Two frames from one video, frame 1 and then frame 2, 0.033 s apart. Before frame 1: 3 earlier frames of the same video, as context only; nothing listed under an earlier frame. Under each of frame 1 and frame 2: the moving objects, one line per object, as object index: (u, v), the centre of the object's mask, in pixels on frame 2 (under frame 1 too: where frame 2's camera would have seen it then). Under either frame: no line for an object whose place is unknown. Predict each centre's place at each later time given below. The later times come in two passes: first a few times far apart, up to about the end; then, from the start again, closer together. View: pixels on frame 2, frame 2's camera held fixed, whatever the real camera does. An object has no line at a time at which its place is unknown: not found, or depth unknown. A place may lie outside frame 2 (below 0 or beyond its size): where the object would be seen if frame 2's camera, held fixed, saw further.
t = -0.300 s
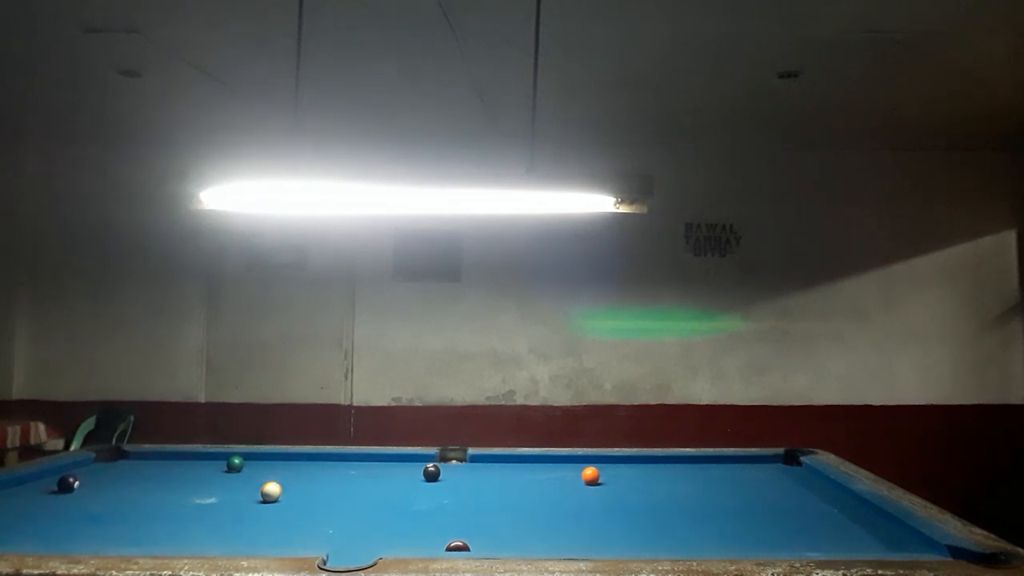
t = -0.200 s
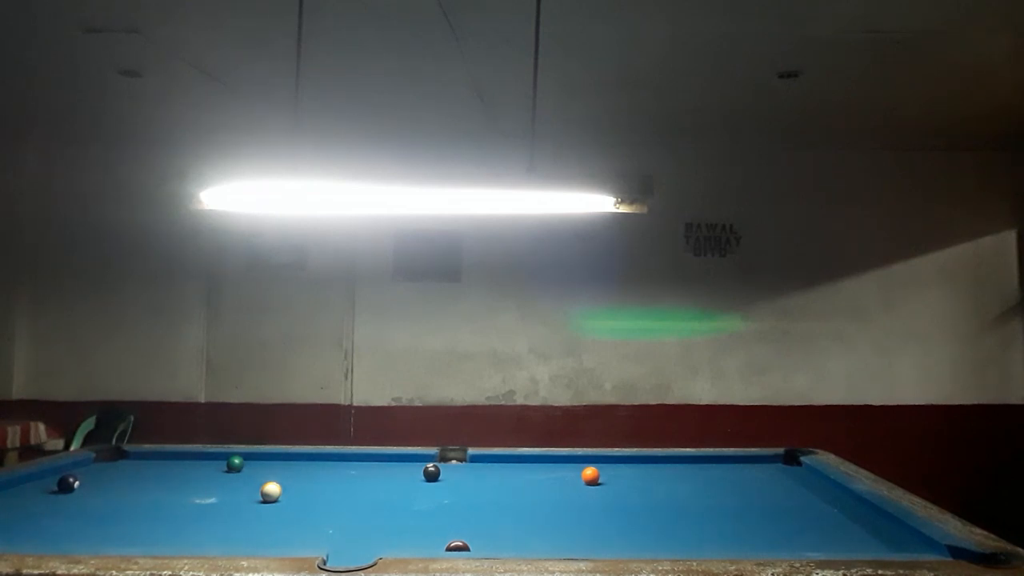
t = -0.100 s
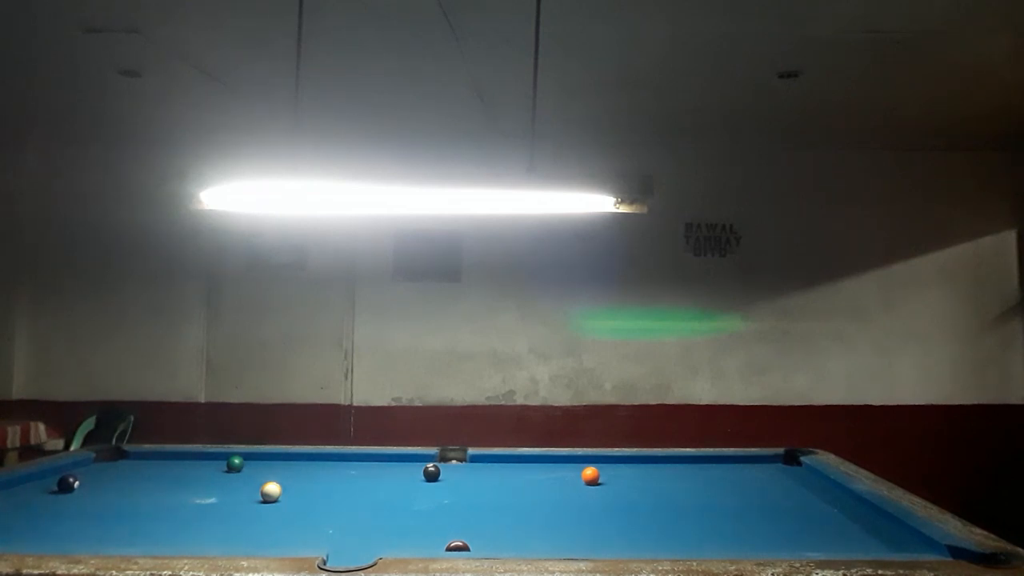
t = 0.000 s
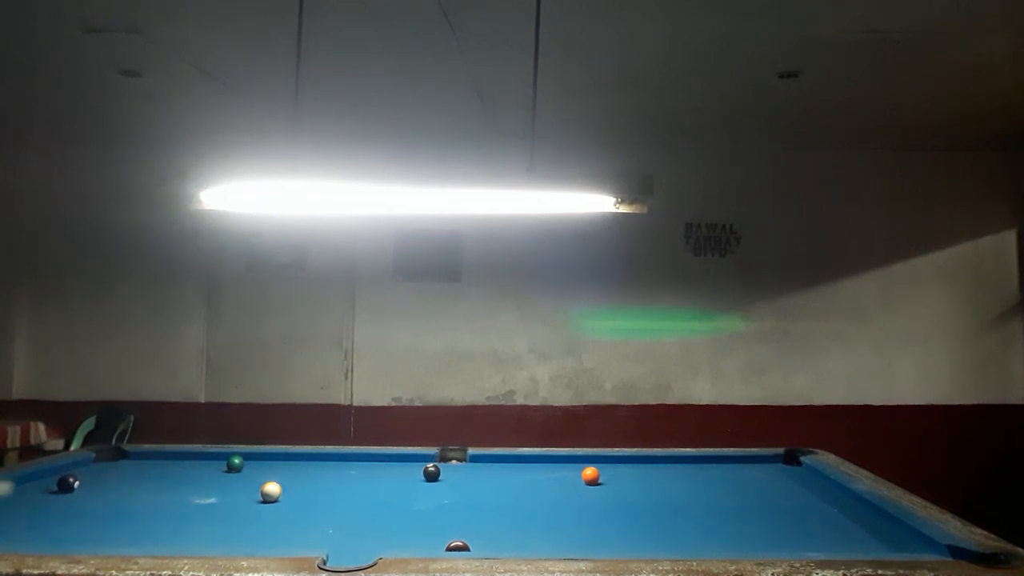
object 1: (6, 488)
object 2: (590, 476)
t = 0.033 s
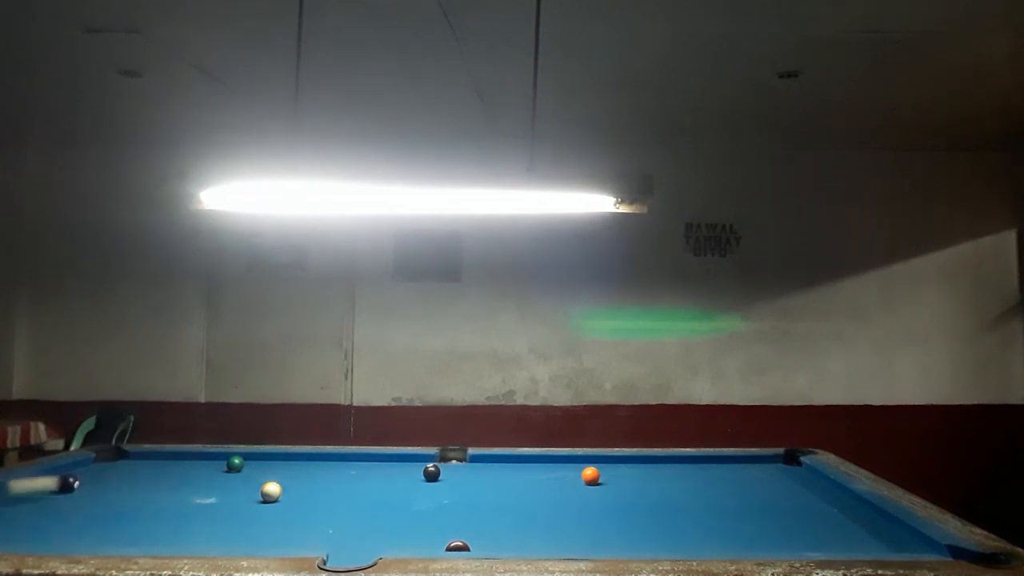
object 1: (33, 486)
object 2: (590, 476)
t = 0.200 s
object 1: (217, 471)
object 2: (590, 476)
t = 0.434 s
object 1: (389, 458)
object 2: (590, 476)
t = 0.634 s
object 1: (468, 467)
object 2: (590, 476)
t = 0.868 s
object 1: (570, 477)
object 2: (591, 476)
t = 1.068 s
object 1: (629, 492)
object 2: (619, 471)
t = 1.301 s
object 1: (712, 512)
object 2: (649, 468)
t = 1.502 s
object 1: (799, 532)
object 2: (671, 466)
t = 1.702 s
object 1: (896, 548)
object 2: (692, 463)
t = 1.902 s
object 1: (909, 541)
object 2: (709, 461)
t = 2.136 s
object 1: (903, 535)
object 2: (728, 458)
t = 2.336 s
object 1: (885, 531)
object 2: (742, 458)
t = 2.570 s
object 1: (868, 526)
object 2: (756, 459)
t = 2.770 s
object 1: (856, 523)
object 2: (766, 460)
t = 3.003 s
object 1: (845, 520)
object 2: (776, 460)
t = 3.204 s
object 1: (838, 518)
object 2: (784, 461)
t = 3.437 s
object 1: (832, 517)
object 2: (790, 461)
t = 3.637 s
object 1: (828, 516)
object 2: (794, 461)
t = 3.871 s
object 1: (825, 516)
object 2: (794, 462)
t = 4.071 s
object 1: (825, 516)
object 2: (794, 462)
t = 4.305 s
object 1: (825, 515)
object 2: (794, 462)
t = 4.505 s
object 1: (825, 516)
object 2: (794, 462)
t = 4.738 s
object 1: (825, 516)
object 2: (794, 462)
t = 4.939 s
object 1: (826, 516)
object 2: (794, 462)
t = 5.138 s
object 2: (793, 461)
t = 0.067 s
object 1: (74, 482)
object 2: (590, 476)
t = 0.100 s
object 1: (116, 480)
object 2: (590, 476)
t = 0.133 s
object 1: (152, 477)
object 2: (590, 476)
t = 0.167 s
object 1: (187, 474)
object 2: (590, 476)
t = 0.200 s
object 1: (217, 471)
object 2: (590, 476)
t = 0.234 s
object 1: (249, 467)
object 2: (590, 476)
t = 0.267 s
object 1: (277, 465)
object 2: (590, 476)
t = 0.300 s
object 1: (304, 463)
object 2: (590, 476)
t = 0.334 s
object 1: (330, 460)
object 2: (590, 476)
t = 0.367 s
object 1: (355, 457)
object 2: (590, 476)
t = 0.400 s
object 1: (376, 456)
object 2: (590, 476)
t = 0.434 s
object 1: (389, 458)
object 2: (590, 476)
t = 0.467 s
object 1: (401, 459)
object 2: (590, 476)
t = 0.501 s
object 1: (414, 461)
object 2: (590, 476)
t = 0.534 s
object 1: (426, 461)
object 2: (590, 476)
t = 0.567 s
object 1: (442, 463)
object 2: (590, 476)
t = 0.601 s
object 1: (454, 465)
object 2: (590, 476)
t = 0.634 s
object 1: (468, 467)
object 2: (590, 476)
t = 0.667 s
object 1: (482, 468)
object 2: (590, 476)
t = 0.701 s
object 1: (496, 470)
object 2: (590, 476)
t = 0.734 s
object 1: (511, 471)
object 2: (590, 476)
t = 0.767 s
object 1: (525, 472)
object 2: (590, 476)
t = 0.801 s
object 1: (540, 474)
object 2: (590, 476)
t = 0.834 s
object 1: (555, 475)
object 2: (590, 476)
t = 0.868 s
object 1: (570, 477)
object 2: (591, 476)
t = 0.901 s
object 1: (580, 479)
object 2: (596, 474)
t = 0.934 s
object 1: (589, 482)
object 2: (602, 473)
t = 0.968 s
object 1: (598, 484)
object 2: (607, 472)
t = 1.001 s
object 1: (608, 487)
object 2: (611, 471)
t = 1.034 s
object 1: (618, 489)
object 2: (615, 471)
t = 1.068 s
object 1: (629, 492)
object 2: (619, 471)
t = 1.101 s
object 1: (640, 495)
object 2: (624, 471)
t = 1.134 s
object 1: (651, 497)
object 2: (628, 471)
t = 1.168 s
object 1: (662, 500)
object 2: (633, 470)
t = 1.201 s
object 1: (674, 503)
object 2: (636, 470)
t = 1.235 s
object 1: (686, 506)
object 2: (641, 469)
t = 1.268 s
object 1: (699, 509)
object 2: (645, 469)
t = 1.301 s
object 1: (712, 512)
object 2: (649, 468)
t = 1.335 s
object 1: (726, 515)
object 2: (652, 468)
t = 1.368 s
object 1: (739, 518)
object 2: (656, 467)
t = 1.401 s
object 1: (754, 522)
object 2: (660, 467)
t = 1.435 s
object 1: (769, 525)
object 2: (664, 466)
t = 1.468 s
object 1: (783, 528)
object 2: (668, 466)
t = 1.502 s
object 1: (799, 532)
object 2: (671, 466)
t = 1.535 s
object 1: (815, 536)
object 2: (675, 465)
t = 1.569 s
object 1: (830, 540)
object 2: (678, 465)
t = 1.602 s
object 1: (847, 541)
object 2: (682, 464)
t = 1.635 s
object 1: (864, 545)
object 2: (685, 464)
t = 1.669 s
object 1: (882, 547)
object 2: (689, 464)
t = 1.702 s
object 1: (896, 548)
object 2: (692, 463)
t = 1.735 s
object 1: (897, 546)
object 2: (695, 463)
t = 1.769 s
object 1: (899, 546)
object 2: (698, 463)
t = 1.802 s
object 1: (902, 545)
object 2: (701, 462)
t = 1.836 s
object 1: (904, 544)
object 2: (704, 462)
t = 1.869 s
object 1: (906, 543)
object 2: (707, 461)
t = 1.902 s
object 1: (909, 541)
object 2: (709, 461)
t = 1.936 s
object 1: (911, 540)
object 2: (712, 461)
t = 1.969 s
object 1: (913, 540)
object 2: (715, 460)
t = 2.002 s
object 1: (915, 538)
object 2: (718, 460)
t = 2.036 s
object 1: (913, 537)
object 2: (721, 460)
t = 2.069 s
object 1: (910, 536)
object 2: (723, 459)
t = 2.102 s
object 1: (906, 536)
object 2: (726, 459)
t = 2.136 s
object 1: (903, 535)
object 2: (728, 458)
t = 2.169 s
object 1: (900, 534)
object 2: (731, 458)
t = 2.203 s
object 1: (896, 533)
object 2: (733, 458)
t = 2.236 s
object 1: (894, 532)
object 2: (735, 458)
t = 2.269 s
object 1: (891, 532)
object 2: (738, 458)
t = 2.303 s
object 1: (888, 531)
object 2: (740, 458)
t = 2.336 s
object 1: (885, 531)
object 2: (742, 458)
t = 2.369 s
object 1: (883, 530)
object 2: (744, 458)
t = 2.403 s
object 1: (880, 529)
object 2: (746, 458)
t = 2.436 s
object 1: (878, 528)
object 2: (748, 458)
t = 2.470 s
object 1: (875, 528)
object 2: (750, 458)
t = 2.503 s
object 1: (873, 527)
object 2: (752, 459)
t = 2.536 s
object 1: (871, 526)
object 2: (754, 459)
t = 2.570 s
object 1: (868, 526)
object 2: (756, 459)
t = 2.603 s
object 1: (866, 525)
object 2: (758, 459)
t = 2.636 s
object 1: (864, 525)
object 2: (759, 459)
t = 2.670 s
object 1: (862, 525)
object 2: (761, 459)
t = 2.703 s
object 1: (860, 524)
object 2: (763, 459)
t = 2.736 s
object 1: (858, 523)
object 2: (764, 459)
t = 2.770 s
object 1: (856, 523)
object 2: (766, 460)
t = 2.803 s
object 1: (855, 522)
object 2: (768, 460)
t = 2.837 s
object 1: (853, 522)
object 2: (769, 460)
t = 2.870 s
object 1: (851, 522)
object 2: (771, 460)
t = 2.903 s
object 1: (850, 521)
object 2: (772, 460)
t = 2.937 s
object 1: (848, 521)
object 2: (774, 460)
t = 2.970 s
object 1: (847, 520)
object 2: (775, 460)
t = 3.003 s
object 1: (845, 520)
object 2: (776, 460)
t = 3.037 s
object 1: (844, 520)
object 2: (777, 460)
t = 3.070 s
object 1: (842, 519)
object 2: (779, 460)
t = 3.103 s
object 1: (841, 519)
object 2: (780, 461)
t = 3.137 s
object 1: (840, 519)
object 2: (781, 461)
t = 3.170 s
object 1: (839, 518)
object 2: (783, 461)
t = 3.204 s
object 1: (838, 518)
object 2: (784, 461)
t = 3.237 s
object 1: (837, 518)
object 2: (785, 461)
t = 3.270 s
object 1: (836, 518)
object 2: (786, 461)
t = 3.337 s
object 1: (834, 518)
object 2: (787, 461)
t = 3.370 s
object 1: (834, 517)
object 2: (788, 461)
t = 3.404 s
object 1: (833, 517)
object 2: (789, 461)
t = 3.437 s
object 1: (832, 517)
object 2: (790, 461)
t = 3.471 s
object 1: (831, 517)
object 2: (791, 461)
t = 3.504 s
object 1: (830, 517)
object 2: (792, 461)
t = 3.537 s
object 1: (829, 516)
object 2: (792, 461)
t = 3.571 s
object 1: (829, 516)
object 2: (793, 461)
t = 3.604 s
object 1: (828, 516)
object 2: (793, 461)
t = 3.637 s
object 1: (828, 516)
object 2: (794, 461)
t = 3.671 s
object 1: (827, 516)
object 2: (794, 461)
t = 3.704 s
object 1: (826, 516)
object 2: (794, 461)
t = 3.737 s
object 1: (826, 516)
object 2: (794, 461)
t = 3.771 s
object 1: (826, 516)
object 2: (794, 462)
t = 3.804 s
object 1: (825, 516)
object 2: (794, 462)
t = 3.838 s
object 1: (825, 516)
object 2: (794, 462)
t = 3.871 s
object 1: (825, 516)
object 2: (794, 462)
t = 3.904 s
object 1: (825, 516)
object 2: (794, 462)
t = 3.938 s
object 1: (825, 516)
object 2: (794, 462)
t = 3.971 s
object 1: (825, 516)
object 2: (794, 462)
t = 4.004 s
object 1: (825, 516)
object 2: (794, 462)
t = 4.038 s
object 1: (825, 516)
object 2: (794, 461)
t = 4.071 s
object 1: (825, 516)
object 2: (794, 462)
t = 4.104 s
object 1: (825, 516)
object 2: (794, 462)
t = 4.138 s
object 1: (825, 516)
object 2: (794, 462)
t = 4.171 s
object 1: (825, 516)
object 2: (794, 462)
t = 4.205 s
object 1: (825, 516)
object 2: (794, 462)
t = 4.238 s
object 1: (825, 515)
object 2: (794, 462)
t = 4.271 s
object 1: (825, 516)
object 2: (794, 462)
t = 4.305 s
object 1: (825, 515)
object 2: (794, 462)
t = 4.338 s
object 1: (825, 516)
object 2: (794, 462)
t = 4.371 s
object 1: (825, 516)
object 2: (794, 462)
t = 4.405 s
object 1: (825, 516)
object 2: (794, 462)
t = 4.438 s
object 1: (825, 516)
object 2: (794, 462)
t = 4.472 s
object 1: (825, 515)
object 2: (794, 462)
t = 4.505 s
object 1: (825, 516)
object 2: (794, 462)
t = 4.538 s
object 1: (825, 516)
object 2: (794, 462)
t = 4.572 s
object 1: (825, 516)
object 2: (794, 462)
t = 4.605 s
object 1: (825, 516)
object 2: (794, 462)
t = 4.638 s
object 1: (825, 515)
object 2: (794, 462)
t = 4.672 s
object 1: (825, 516)
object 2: (794, 462)
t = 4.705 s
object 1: (825, 516)
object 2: (794, 462)
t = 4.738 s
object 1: (825, 516)
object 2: (794, 462)
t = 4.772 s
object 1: (825, 516)
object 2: (794, 462)
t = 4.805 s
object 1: (825, 516)
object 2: (794, 462)
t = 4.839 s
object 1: (825, 516)
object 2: (794, 462)
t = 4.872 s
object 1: (825, 516)
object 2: (794, 462)
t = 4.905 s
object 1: (825, 516)
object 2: (794, 462)
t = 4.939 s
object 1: (826, 516)
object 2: (794, 462)
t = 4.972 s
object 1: (826, 516)
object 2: (794, 462)
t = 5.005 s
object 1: (826, 516)
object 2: (794, 461)
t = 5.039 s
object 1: (826, 516)
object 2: (794, 461)
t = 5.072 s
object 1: (826, 516)
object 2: (794, 462)
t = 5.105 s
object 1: (826, 516)
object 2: (793, 461)
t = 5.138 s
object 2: (793, 461)
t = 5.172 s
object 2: (793, 462)
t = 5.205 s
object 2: (794, 462)
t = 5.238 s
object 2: (794, 462)
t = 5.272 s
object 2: (793, 462)
